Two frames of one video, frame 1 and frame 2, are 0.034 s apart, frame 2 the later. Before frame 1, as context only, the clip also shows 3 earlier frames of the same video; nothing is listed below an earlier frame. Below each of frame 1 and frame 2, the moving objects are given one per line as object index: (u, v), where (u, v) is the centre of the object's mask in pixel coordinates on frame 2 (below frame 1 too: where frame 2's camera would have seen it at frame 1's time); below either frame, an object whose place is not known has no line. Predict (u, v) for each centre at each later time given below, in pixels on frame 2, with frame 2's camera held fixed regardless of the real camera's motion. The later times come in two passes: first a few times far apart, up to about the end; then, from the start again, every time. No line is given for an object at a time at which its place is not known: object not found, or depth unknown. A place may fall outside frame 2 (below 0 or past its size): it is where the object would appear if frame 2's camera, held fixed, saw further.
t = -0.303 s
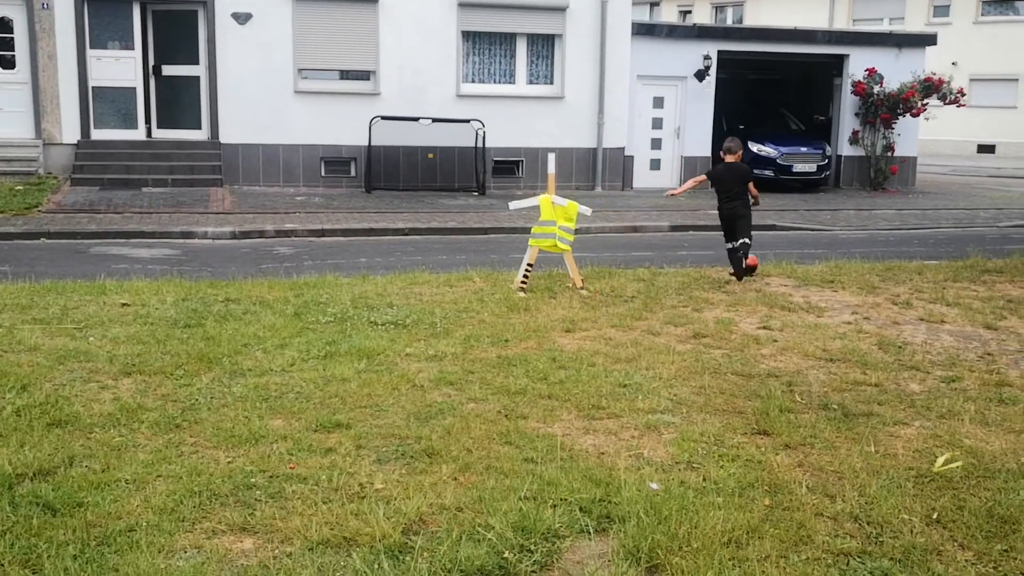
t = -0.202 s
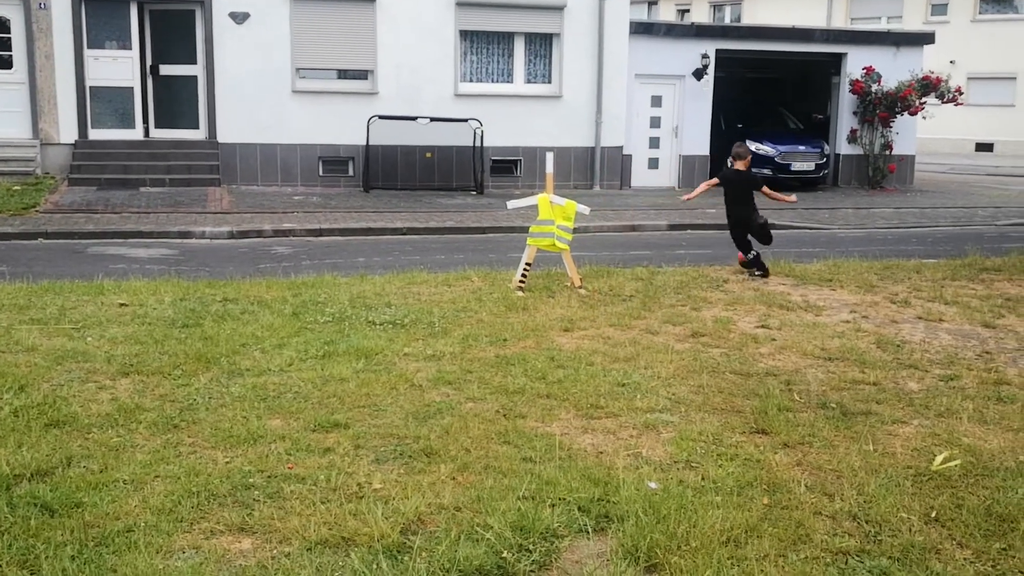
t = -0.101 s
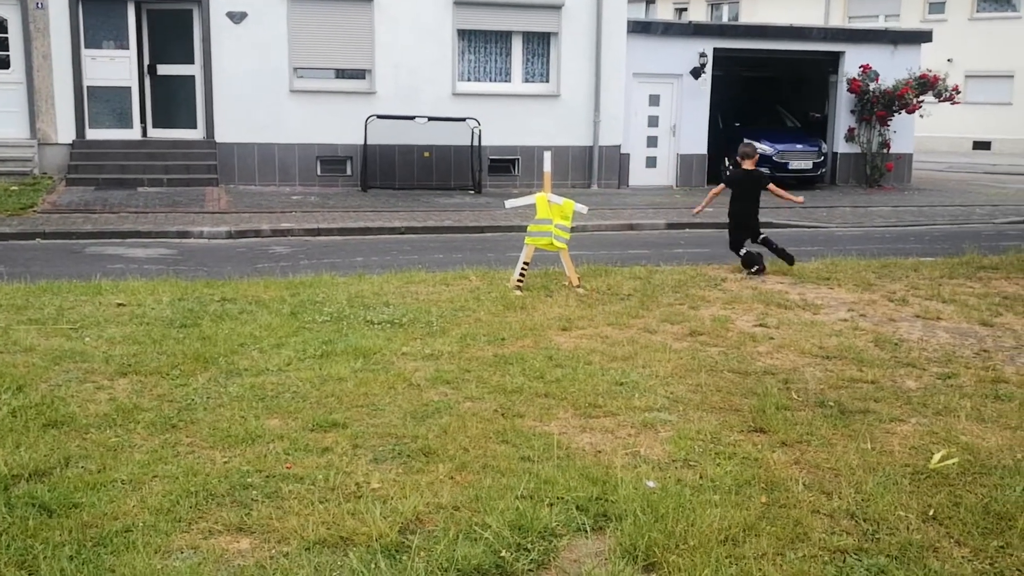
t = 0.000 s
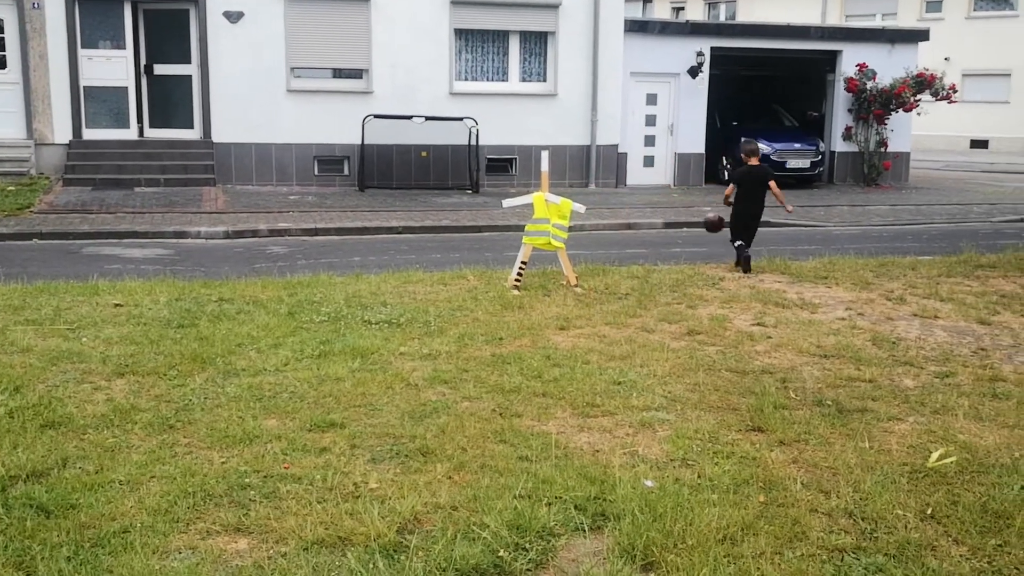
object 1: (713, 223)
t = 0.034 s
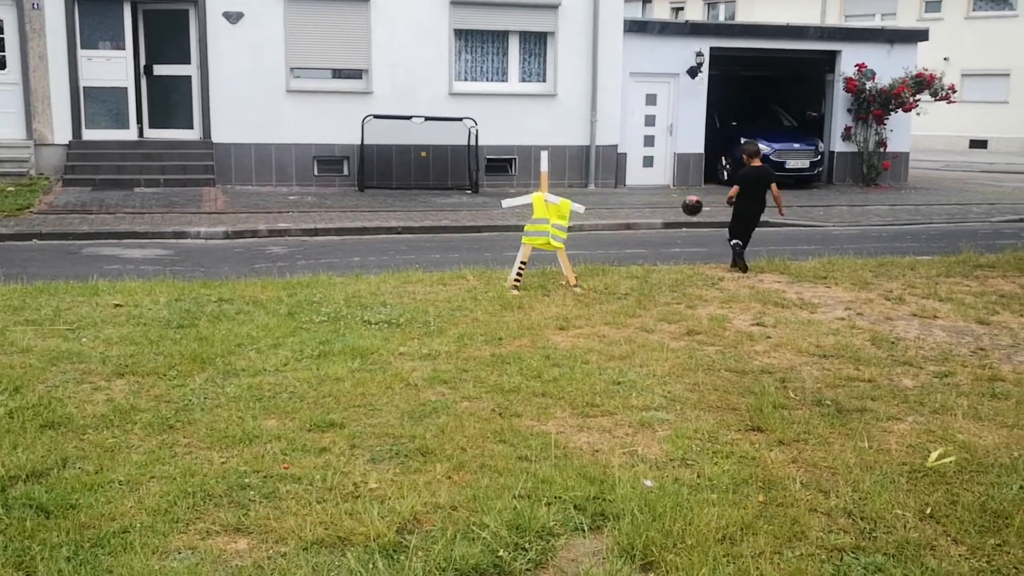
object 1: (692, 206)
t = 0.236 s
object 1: (586, 142)
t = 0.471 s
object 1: (498, 121)
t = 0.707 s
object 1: (433, 137)
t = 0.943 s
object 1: (411, 186)
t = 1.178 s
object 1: (415, 153)
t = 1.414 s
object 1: (420, 152)
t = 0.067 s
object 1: (673, 191)
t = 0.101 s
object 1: (653, 179)
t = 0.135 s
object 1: (635, 167)
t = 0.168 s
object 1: (618, 158)
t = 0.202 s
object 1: (601, 149)
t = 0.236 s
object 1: (586, 142)
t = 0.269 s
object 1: (572, 135)
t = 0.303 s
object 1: (558, 130)
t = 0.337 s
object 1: (545, 126)
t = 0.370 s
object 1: (533, 124)
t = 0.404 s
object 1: (521, 122)
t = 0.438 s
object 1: (509, 121)
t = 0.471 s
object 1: (498, 121)
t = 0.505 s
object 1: (488, 121)
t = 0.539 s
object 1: (477, 123)
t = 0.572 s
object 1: (468, 124)
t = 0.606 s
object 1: (458, 127)
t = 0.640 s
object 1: (449, 130)
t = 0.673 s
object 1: (441, 133)
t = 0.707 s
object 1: (433, 137)
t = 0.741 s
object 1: (424, 142)
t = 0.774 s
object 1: (418, 147)
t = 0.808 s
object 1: (413, 154)
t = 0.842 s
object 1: (413, 159)
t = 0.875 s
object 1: (412, 168)
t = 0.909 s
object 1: (412, 175)
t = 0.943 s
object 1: (411, 186)
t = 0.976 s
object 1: (412, 182)
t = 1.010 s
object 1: (412, 175)
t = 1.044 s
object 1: (412, 169)
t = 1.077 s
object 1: (414, 164)
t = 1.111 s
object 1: (413, 159)
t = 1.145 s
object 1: (414, 156)
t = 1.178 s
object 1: (415, 153)
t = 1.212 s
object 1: (416, 152)
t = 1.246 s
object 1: (417, 149)
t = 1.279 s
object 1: (417, 148)
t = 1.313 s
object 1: (418, 148)
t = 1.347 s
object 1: (418, 149)
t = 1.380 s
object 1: (419, 150)
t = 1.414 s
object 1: (420, 152)
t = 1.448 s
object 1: (420, 154)
